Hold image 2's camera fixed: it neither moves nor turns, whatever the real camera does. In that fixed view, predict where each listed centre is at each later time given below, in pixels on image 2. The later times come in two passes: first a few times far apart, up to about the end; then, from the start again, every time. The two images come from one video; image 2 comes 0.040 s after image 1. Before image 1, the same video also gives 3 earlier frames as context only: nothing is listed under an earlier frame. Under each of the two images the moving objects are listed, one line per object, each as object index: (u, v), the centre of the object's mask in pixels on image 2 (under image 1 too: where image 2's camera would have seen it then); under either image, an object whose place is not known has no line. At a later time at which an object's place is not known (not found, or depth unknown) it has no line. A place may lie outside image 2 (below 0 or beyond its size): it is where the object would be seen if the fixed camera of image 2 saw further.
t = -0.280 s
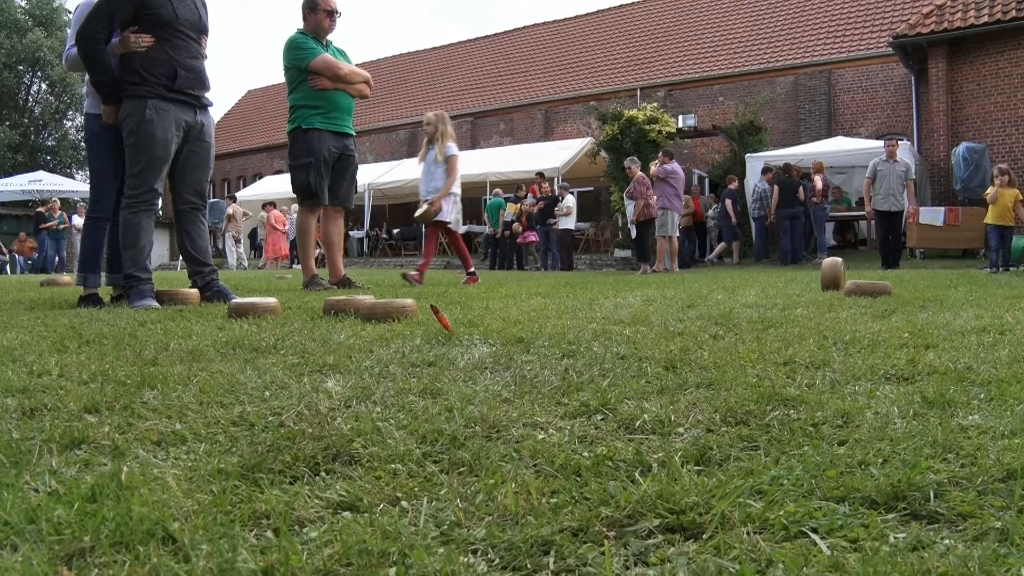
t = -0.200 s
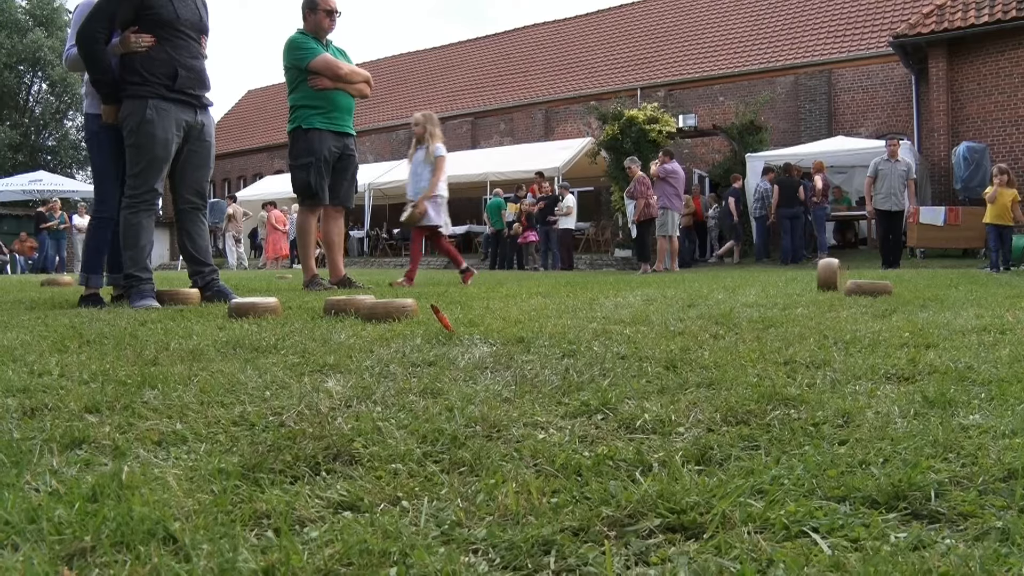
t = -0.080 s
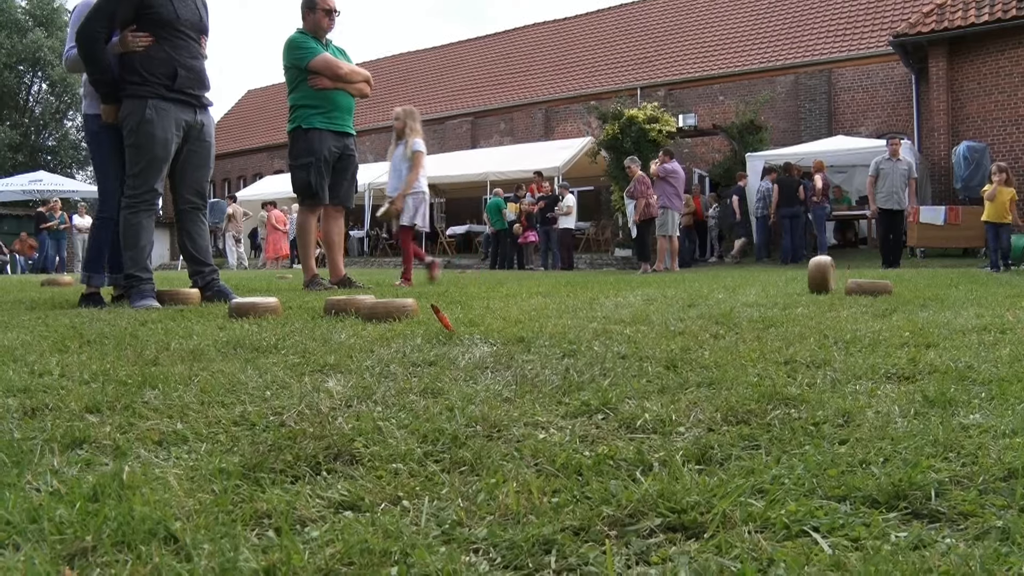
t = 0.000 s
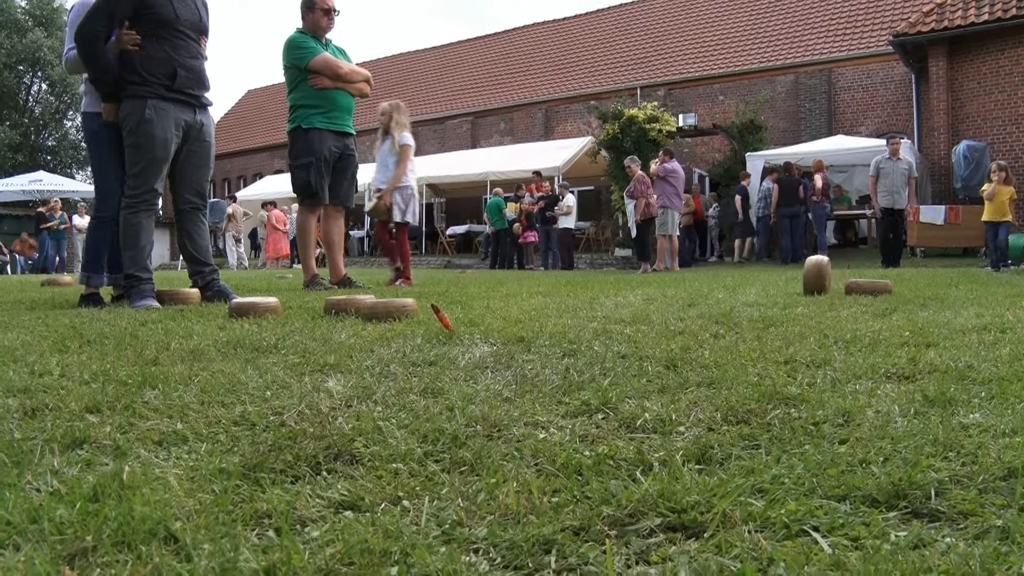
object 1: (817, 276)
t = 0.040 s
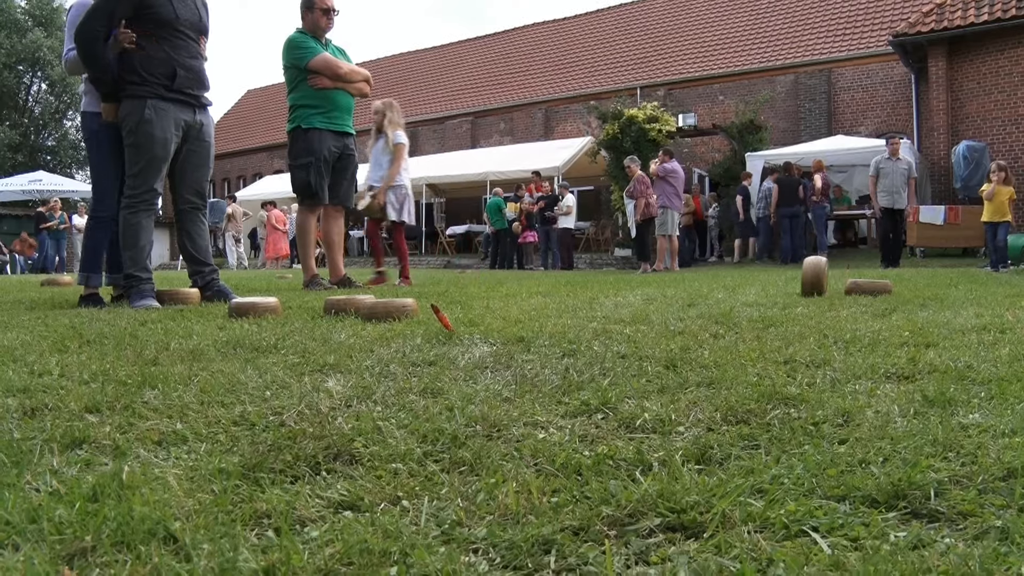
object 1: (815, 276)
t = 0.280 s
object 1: (802, 284)
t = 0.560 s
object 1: (785, 292)
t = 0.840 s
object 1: (766, 303)
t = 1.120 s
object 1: (731, 315)
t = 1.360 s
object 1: (683, 332)
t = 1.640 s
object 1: (596, 353)
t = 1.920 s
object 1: (475, 372)
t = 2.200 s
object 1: (313, 413)
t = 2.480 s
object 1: (99, 443)
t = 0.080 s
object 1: (813, 276)
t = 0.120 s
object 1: (810, 277)
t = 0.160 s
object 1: (808, 278)
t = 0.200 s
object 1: (806, 280)
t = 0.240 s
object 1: (804, 282)
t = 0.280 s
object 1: (802, 284)
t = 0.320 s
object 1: (801, 286)
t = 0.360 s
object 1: (799, 287)
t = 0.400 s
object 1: (795, 287)
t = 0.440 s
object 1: (792, 287)
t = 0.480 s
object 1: (790, 289)
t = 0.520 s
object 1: (787, 290)
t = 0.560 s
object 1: (785, 292)
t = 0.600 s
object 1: (782, 293)
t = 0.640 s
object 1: (779, 295)
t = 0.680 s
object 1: (776, 297)
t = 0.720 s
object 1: (773, 299)
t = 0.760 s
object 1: (771, 300)
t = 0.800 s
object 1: (769, 302)
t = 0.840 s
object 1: (766, 303)
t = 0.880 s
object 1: (763, 305)
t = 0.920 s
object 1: (760, 306)
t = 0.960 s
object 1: (756, 308)
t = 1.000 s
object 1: (750, 309)
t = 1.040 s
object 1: (744, 311)
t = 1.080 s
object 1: (738, 313)
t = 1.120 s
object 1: (731, 315)
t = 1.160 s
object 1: (724, 318)
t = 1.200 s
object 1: (717, 322)
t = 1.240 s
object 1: (709, 326)
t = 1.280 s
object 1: (701, 327)
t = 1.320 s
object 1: (693, 330)
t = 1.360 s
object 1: (683, 332)
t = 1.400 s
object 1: (672, 337)
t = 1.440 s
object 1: (662, 339)
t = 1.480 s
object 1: (650, 342)
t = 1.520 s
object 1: (640, 345)
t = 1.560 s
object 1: (625, 344)
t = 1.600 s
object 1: (611, 347)
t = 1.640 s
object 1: (596, 353)
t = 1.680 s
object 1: (581, 353)
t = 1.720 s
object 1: (565, 357)
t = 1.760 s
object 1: (549, 362)
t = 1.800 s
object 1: (530, 365)
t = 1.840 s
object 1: (512, 365)
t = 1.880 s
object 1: (493, 369)
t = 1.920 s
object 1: (475, 372)
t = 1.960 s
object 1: (455, 375)
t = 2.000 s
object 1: (435, 381)
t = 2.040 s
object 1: (413, 384)
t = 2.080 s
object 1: (391, 391)
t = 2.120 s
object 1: (368, 398)
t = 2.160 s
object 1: (342, 407)
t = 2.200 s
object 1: (313, 413)
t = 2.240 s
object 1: (284, 422)
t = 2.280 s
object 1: (253, 425)
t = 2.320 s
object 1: (219, 428)
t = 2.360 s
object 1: (185, 431)
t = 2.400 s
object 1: (149, 439)
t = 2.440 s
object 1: (119, 440)
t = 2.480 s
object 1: (99, 443)
